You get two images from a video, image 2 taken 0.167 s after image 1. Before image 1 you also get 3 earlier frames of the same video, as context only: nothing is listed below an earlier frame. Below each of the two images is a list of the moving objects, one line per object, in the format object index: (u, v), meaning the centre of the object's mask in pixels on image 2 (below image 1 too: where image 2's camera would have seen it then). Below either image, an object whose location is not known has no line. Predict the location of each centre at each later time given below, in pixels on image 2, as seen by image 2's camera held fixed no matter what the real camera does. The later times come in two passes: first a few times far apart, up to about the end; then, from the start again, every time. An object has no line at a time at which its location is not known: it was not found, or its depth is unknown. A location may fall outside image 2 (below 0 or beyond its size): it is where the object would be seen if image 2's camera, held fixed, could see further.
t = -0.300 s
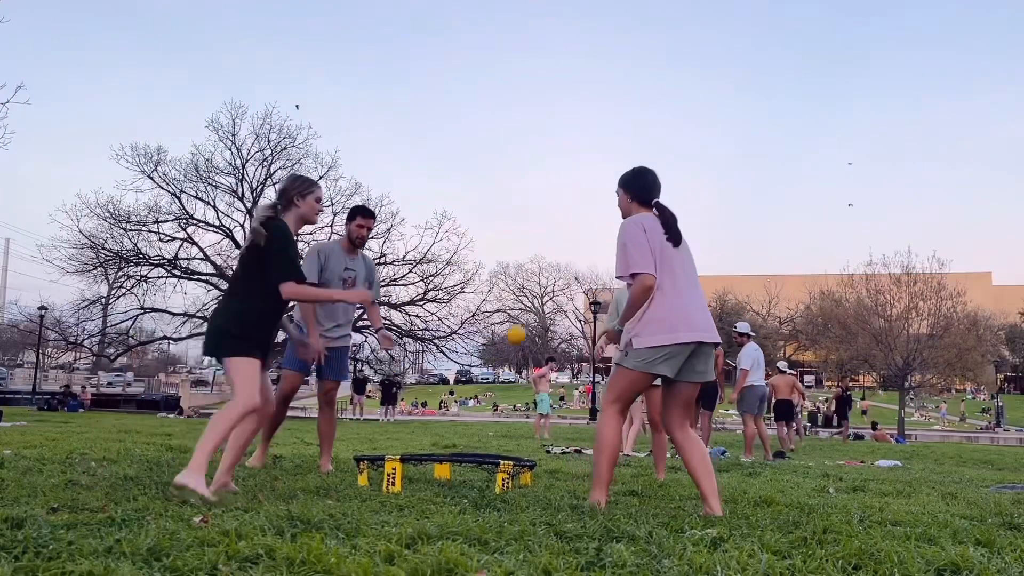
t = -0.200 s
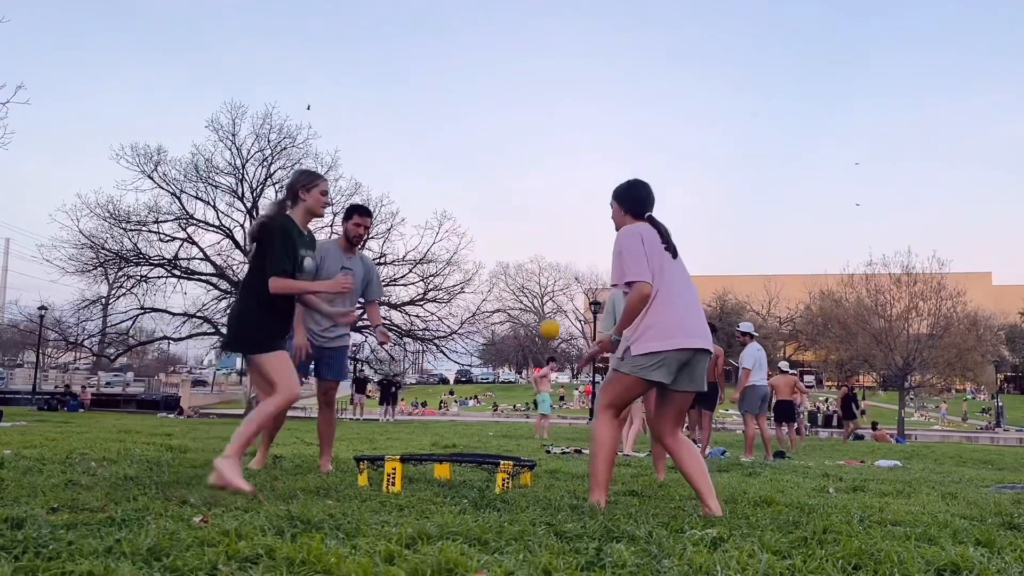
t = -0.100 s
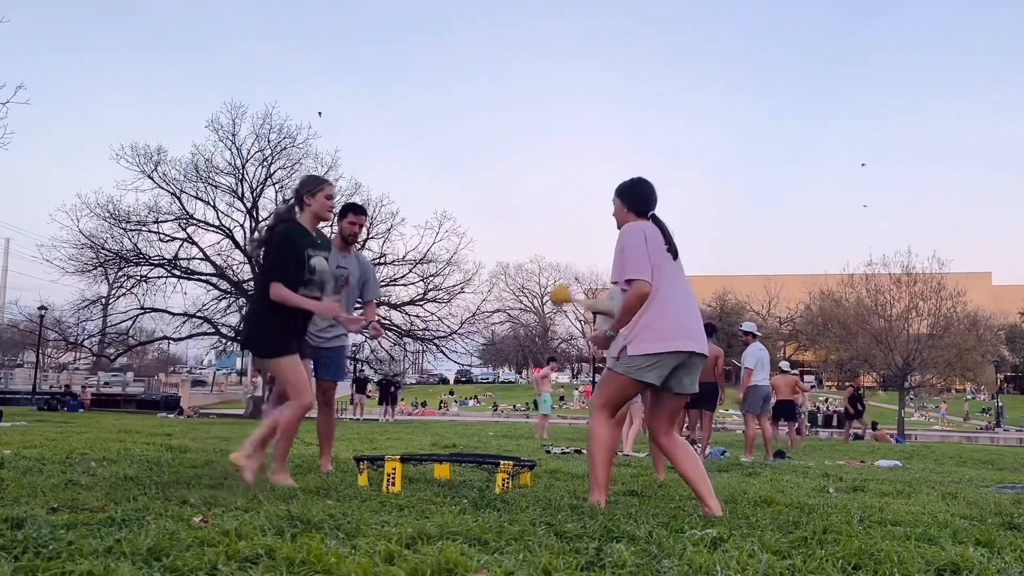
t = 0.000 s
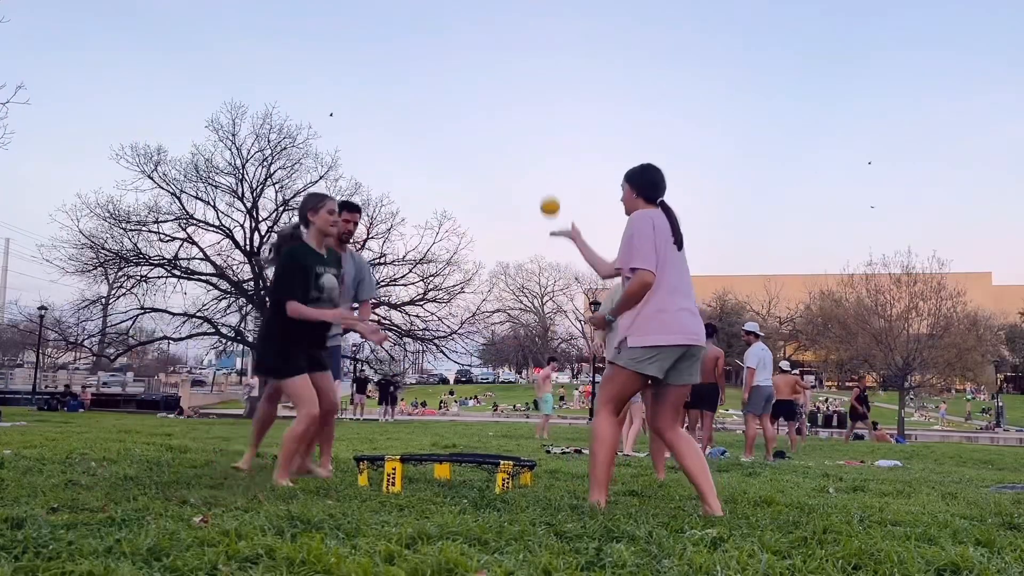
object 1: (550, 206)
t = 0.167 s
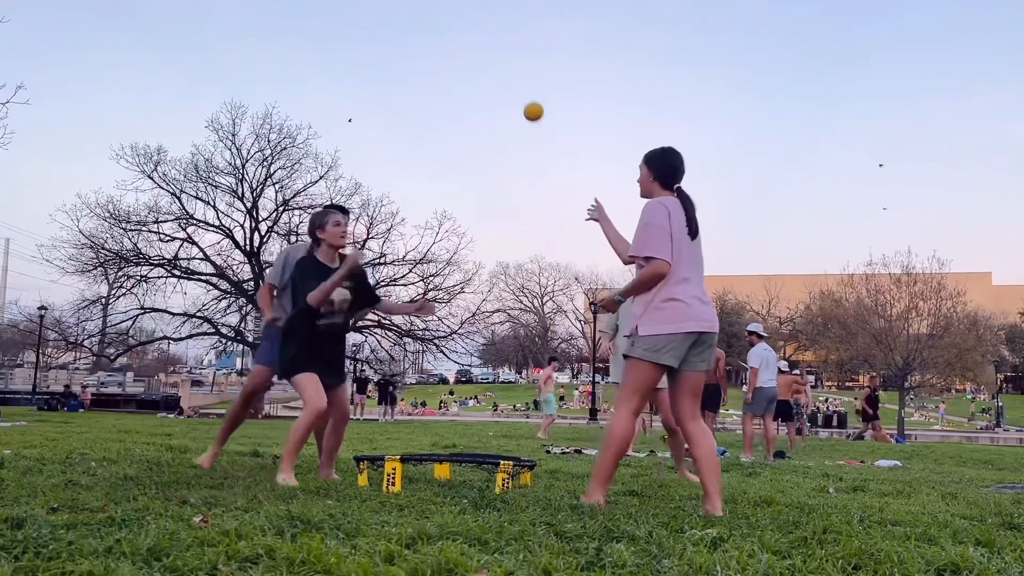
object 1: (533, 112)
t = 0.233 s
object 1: (526, 90)
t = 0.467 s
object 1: (500, 81)
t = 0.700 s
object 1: (468, 175)
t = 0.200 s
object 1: (530, 100)
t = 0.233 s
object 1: (526, 90)
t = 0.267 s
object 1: (523, 82)
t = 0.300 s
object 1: (519, 77)
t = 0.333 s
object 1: (516, 73)
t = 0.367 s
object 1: (512, 72)
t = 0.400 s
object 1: (508, 73)
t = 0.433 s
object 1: (504, 76)
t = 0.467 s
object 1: (500, 81)
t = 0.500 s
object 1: (496, 88)
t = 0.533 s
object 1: (492, 97)
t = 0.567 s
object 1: (487, 108)
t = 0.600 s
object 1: (483, 121)
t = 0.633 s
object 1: (478, 137)
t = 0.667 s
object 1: (473, 155)
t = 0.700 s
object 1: (468, 175)
